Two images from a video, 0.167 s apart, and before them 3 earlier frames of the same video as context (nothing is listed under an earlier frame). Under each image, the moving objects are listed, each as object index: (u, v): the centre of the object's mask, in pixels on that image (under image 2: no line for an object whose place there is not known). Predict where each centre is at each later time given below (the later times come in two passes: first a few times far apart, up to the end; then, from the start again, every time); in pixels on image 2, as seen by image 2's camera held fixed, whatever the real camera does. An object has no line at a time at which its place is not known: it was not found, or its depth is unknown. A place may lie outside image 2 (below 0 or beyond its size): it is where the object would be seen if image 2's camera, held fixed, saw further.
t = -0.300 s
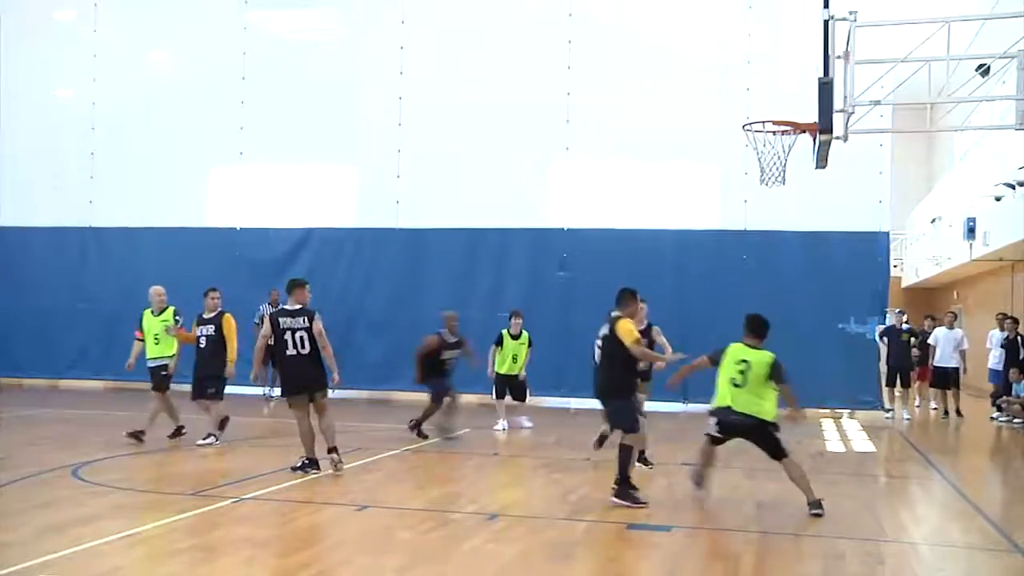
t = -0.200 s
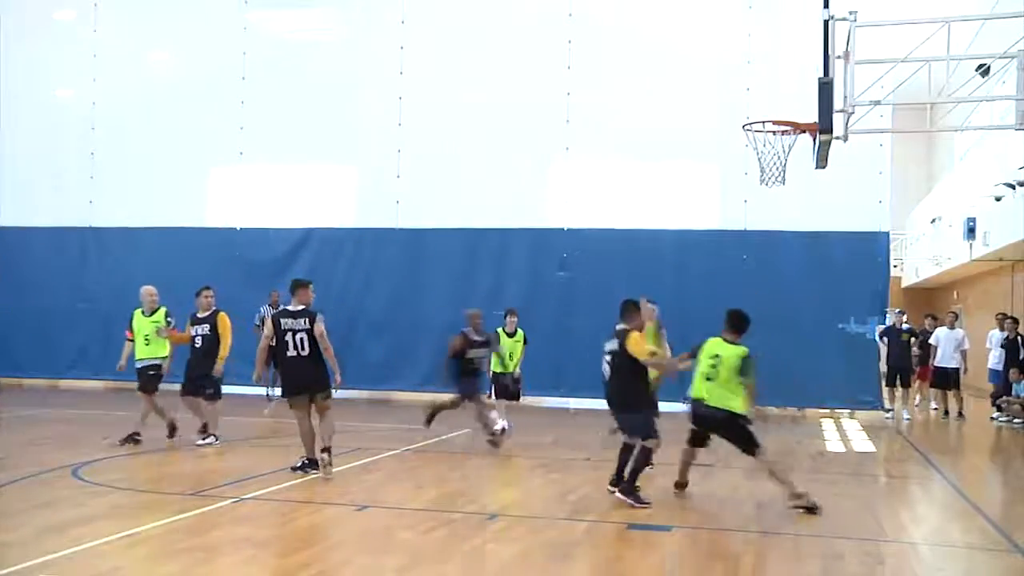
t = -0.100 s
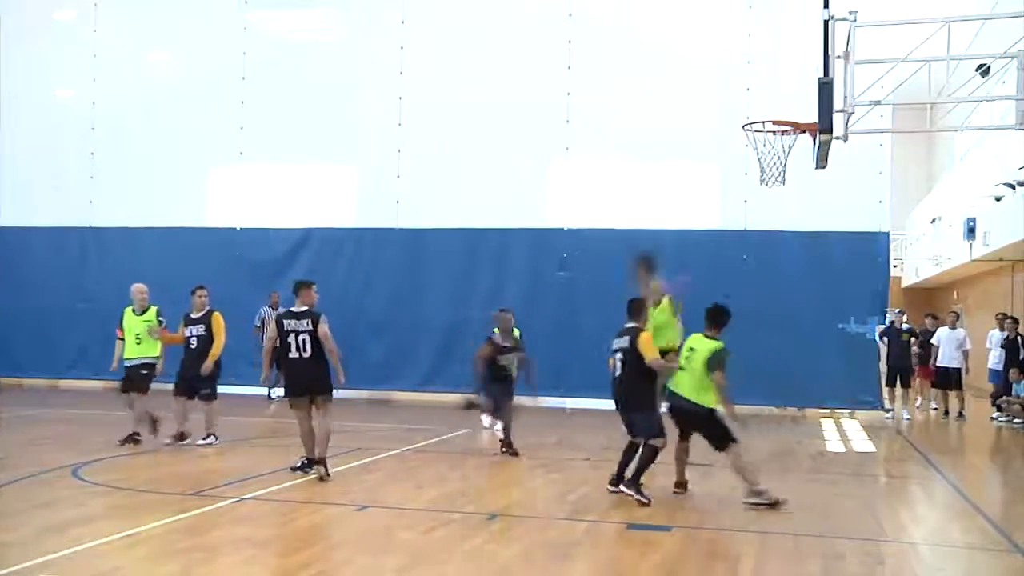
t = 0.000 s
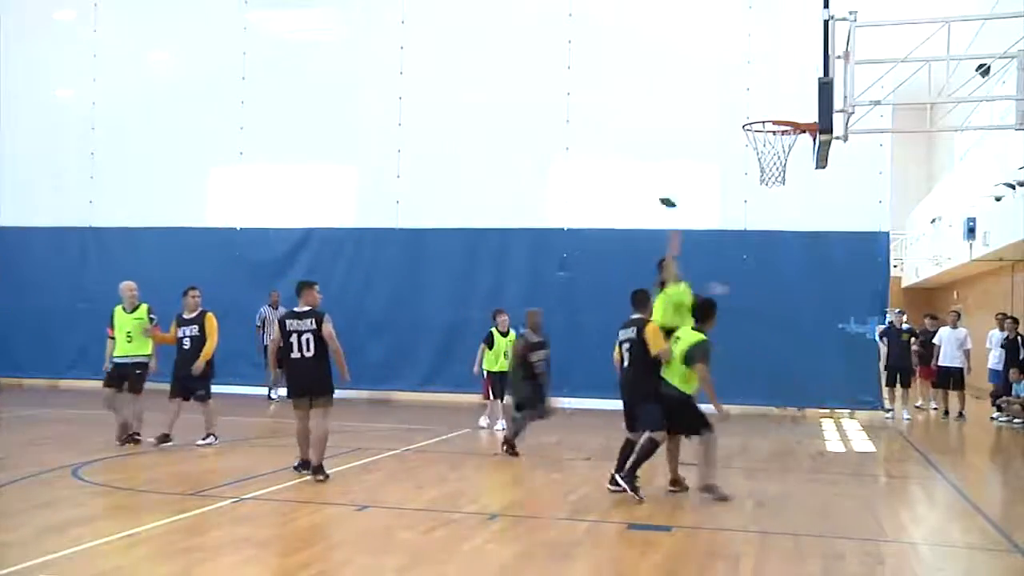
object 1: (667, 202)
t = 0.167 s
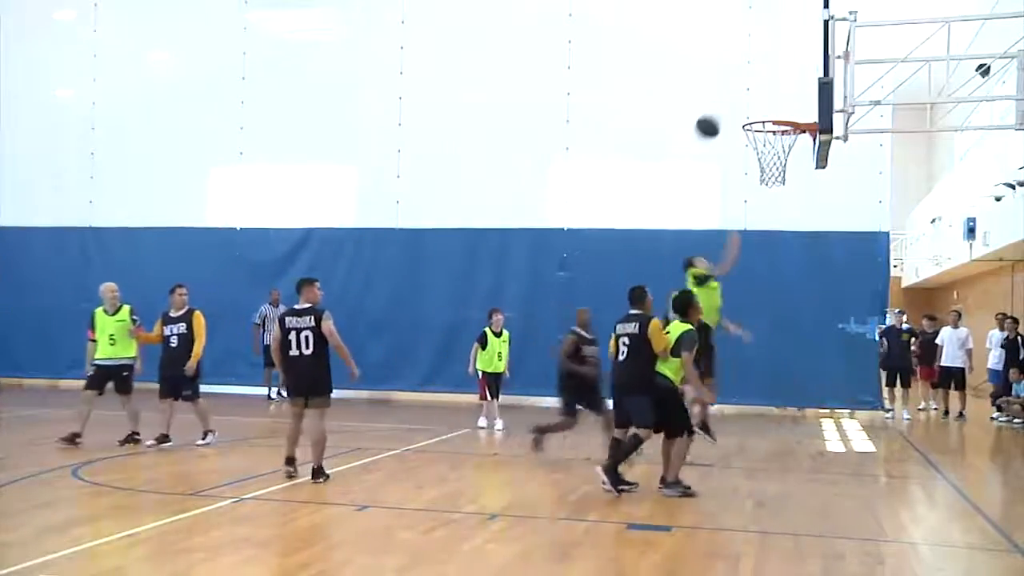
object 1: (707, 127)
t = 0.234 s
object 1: (723, 104)
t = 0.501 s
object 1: (789, 61)
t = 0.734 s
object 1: (782, 95)
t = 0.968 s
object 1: (755, 152)
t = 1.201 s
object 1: (766, 171)
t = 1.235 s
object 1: (770, 175)
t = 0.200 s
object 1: (715, 115)
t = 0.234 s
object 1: (723, 104)
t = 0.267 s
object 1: (732, 95)
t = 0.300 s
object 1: (740, 87)
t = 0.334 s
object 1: (748, 79)
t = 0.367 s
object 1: (756, 73)
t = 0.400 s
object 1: (764, 68)
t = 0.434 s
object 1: (772, 65)
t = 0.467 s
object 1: (781, 62)
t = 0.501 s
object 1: (789, 61)
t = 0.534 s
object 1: (798, 62)
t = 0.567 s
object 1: (804, 63)
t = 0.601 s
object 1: (801, 67)
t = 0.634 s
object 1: (796, 72)
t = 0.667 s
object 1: (791, 78)
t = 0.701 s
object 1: (787, 86)
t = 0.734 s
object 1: (782, 95)
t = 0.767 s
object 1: (777, 105)
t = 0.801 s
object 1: (771, 115)
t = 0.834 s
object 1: (767, 129)
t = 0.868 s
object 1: (763, 142)
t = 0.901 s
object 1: (759, 147)
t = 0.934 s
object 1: (756, 150)
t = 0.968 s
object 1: (755, 152)
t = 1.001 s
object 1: (754, 155)
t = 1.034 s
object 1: (753, 157)
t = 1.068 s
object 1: (754, 159)
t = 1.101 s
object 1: (756, 161)
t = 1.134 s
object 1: (759, 164)
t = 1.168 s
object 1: (762, 168)
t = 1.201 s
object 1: (766, 171)
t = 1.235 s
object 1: (770, 175)
